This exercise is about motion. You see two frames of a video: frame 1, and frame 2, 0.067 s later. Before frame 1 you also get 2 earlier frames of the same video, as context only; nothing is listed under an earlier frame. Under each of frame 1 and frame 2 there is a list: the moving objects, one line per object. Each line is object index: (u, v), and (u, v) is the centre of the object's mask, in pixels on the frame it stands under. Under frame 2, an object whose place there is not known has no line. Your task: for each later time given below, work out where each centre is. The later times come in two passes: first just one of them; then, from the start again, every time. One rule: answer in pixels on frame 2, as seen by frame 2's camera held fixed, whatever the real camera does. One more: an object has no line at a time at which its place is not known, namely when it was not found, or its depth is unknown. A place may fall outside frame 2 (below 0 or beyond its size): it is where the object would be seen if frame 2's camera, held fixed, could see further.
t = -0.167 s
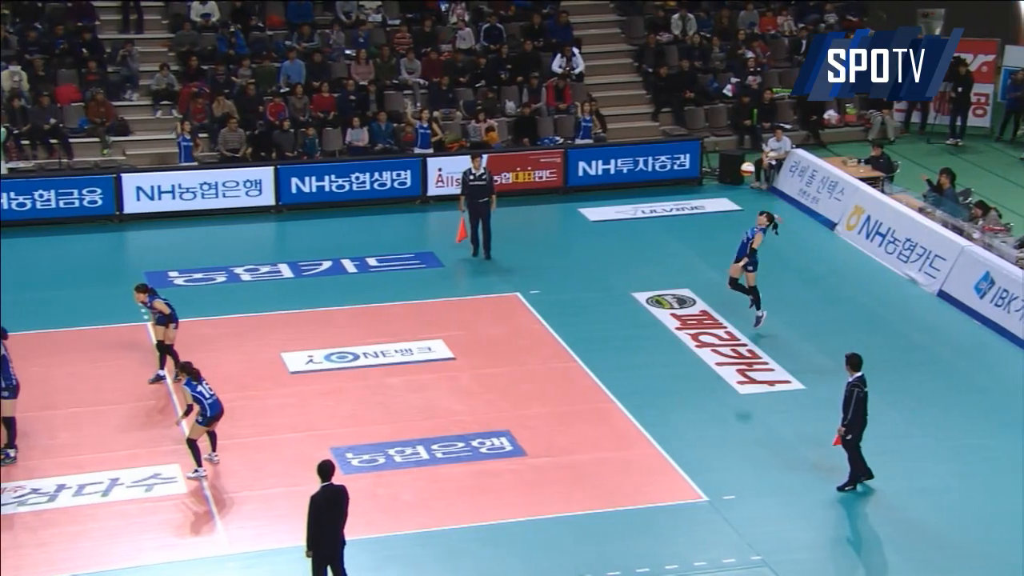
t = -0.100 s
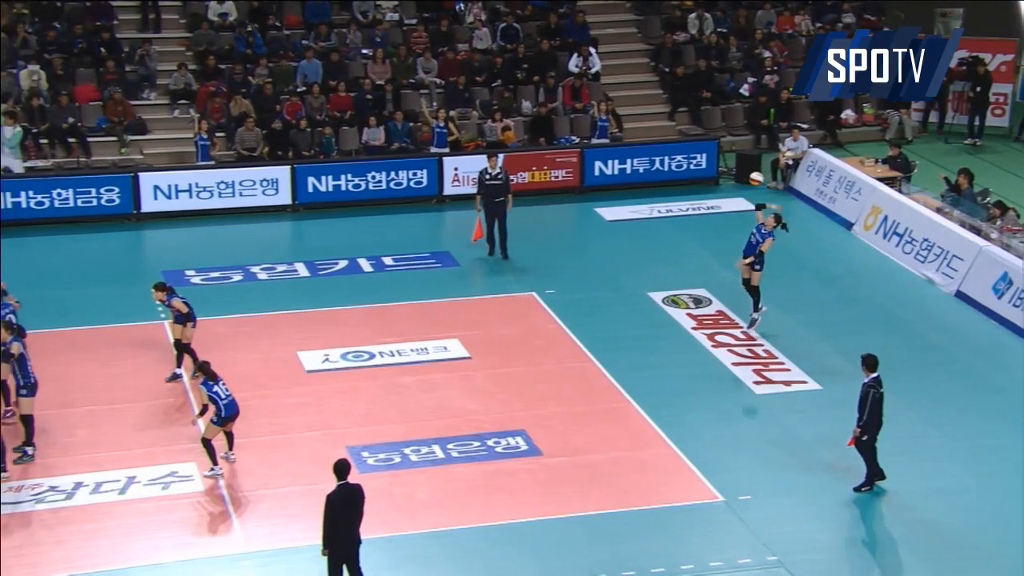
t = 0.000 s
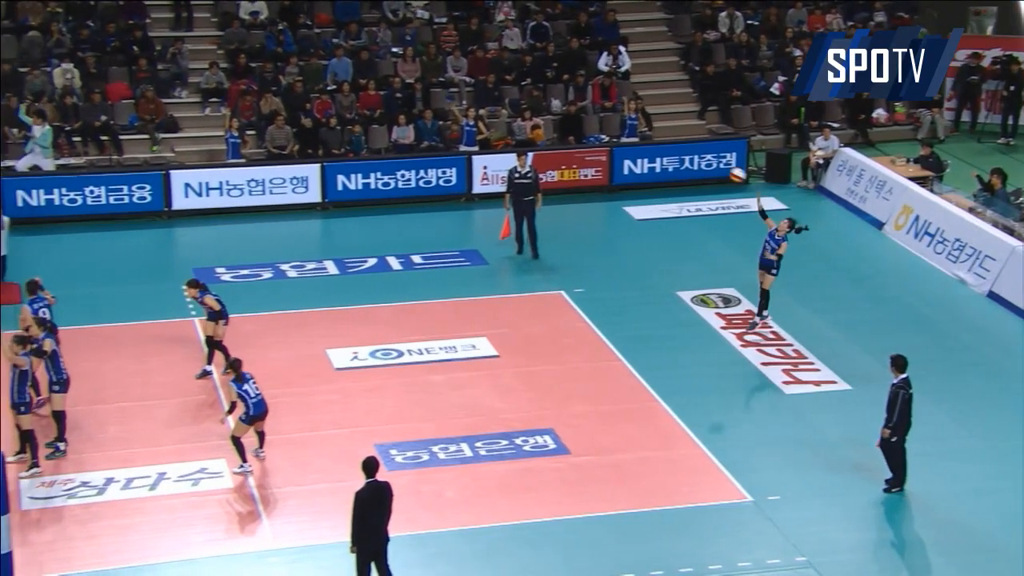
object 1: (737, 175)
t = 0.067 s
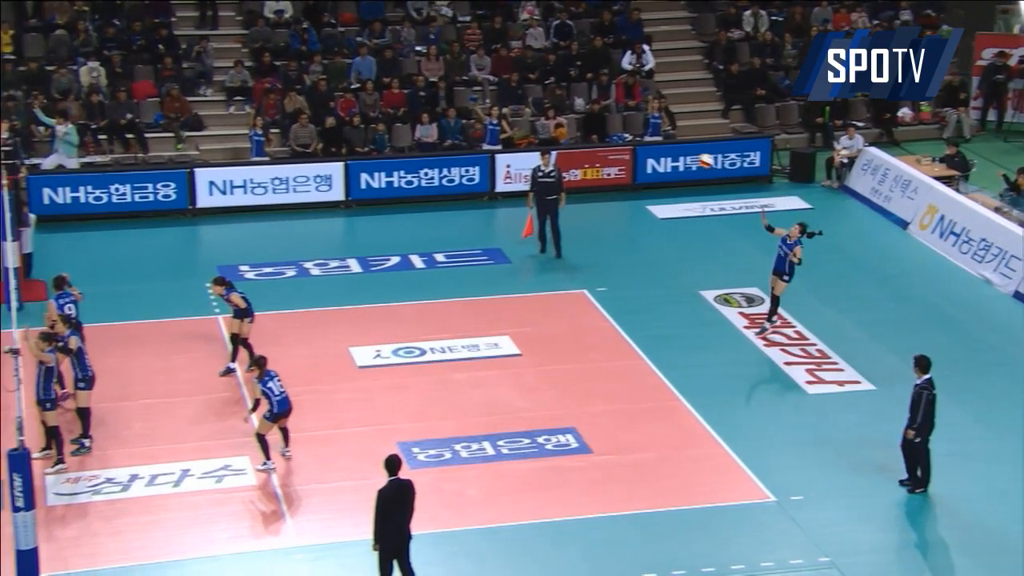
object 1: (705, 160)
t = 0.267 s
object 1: (539, 138)
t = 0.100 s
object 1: (678, 154)
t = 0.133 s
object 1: (651, 149)
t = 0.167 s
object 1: (623, 145)
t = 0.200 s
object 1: (596, 142)
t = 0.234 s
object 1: (567, 140)
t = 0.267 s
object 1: (539, 138)
